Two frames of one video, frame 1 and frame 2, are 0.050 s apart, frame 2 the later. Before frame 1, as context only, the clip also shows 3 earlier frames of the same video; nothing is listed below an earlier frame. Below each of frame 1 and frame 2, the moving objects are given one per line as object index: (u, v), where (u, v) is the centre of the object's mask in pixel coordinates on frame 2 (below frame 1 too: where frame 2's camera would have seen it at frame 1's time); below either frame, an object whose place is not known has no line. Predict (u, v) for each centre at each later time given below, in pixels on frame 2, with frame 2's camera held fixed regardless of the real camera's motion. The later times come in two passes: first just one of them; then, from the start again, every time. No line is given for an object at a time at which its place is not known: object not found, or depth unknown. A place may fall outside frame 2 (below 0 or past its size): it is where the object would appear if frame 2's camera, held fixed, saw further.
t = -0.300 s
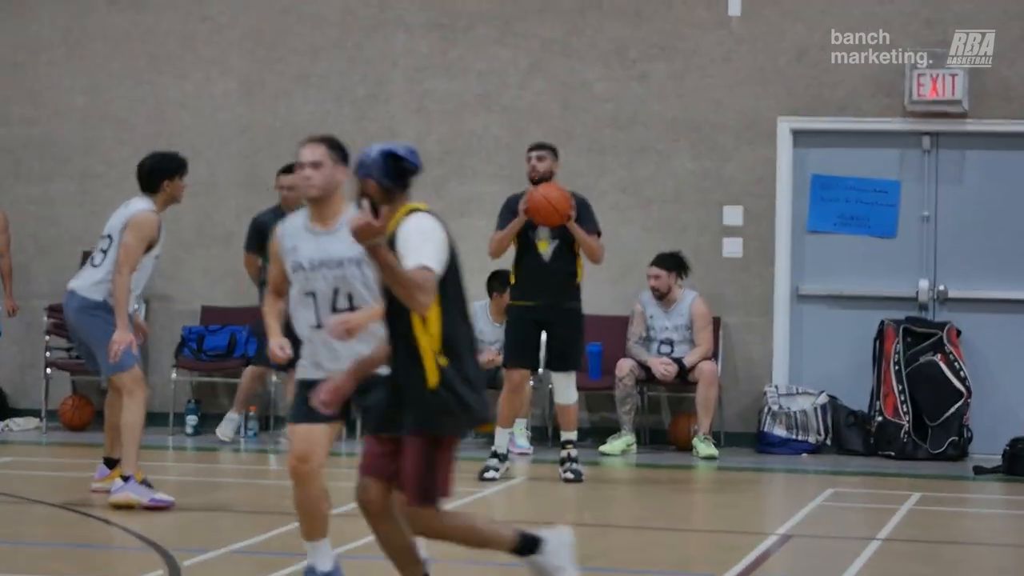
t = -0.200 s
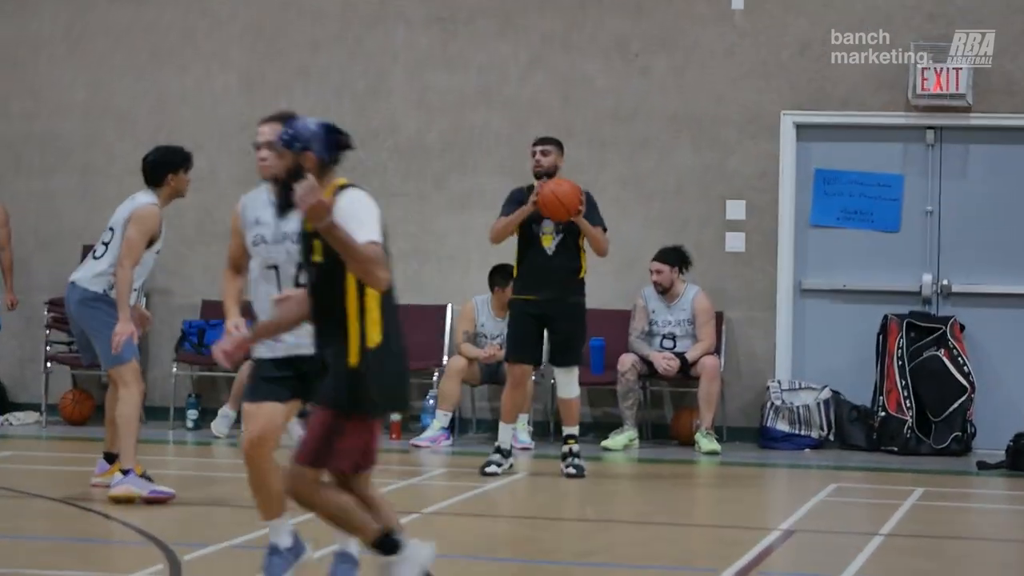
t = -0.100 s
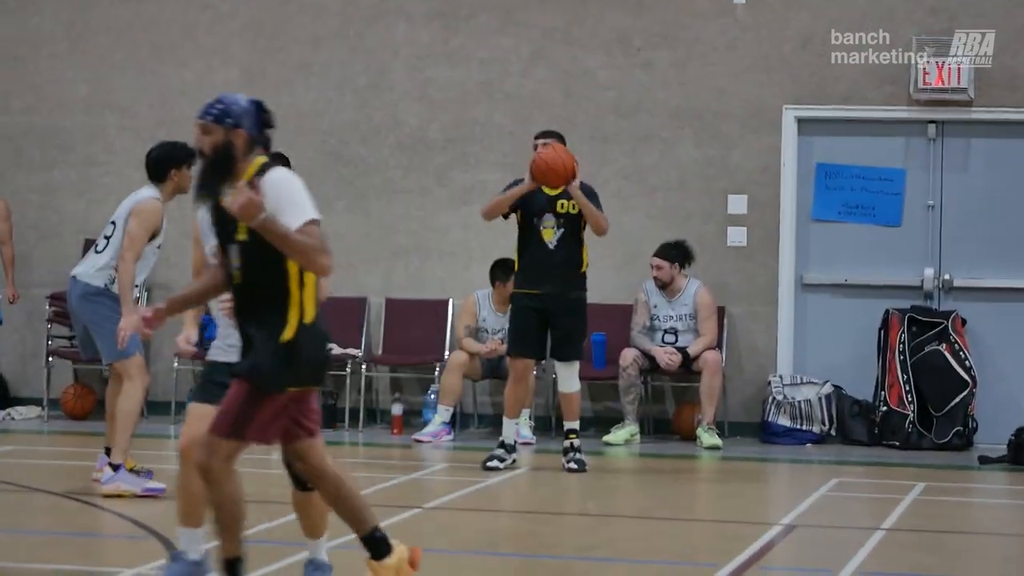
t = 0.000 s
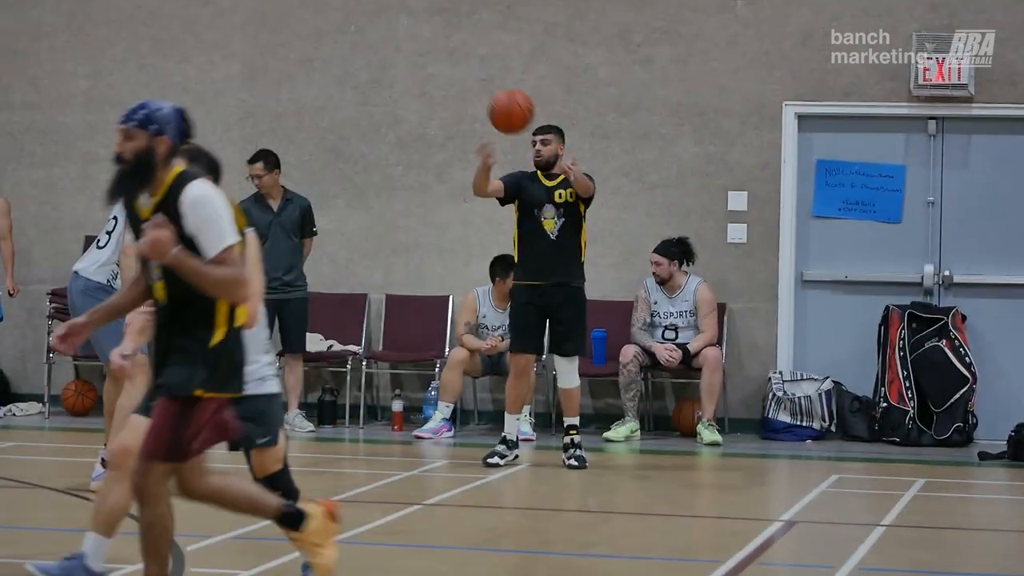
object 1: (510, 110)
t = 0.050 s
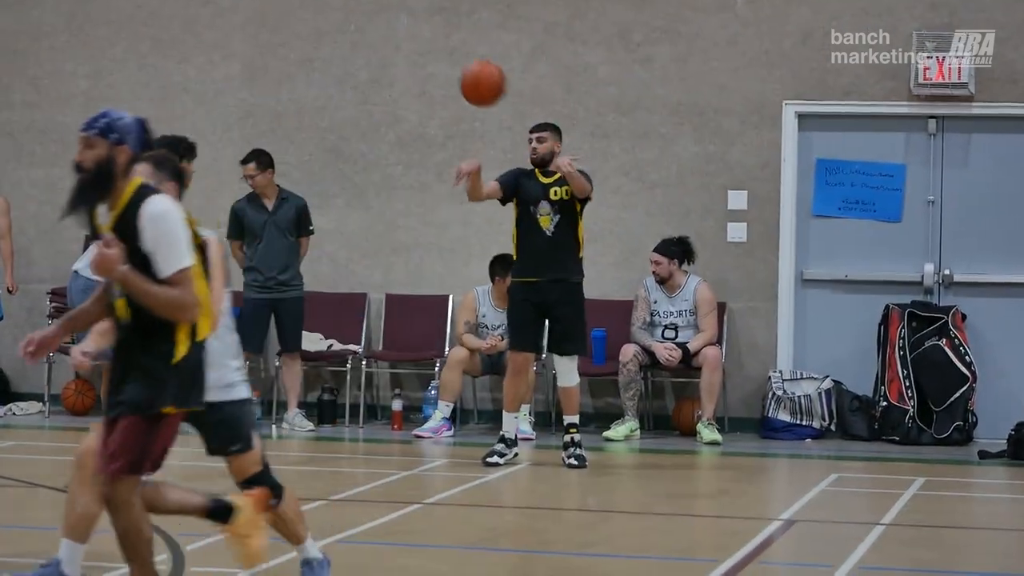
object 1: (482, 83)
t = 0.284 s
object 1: (335, 14)
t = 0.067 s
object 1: (473, 75)
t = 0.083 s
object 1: (464, 67)
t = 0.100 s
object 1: (455, 60)
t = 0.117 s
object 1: (444, 52)
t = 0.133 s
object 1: (434, 46)
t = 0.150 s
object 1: (424, 40)
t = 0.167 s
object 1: (413, 34)
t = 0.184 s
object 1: (403, 29)
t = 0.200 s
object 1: (392, 25)
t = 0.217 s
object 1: (381, 21)
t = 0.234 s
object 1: (370, 19)
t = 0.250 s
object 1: (358, 16)
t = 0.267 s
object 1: (347, 15)
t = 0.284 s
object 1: (335, 14)
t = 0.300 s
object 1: (323, 13)
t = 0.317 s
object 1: (312, 11)
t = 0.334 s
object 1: (299, 11)
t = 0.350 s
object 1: (285, 10)
